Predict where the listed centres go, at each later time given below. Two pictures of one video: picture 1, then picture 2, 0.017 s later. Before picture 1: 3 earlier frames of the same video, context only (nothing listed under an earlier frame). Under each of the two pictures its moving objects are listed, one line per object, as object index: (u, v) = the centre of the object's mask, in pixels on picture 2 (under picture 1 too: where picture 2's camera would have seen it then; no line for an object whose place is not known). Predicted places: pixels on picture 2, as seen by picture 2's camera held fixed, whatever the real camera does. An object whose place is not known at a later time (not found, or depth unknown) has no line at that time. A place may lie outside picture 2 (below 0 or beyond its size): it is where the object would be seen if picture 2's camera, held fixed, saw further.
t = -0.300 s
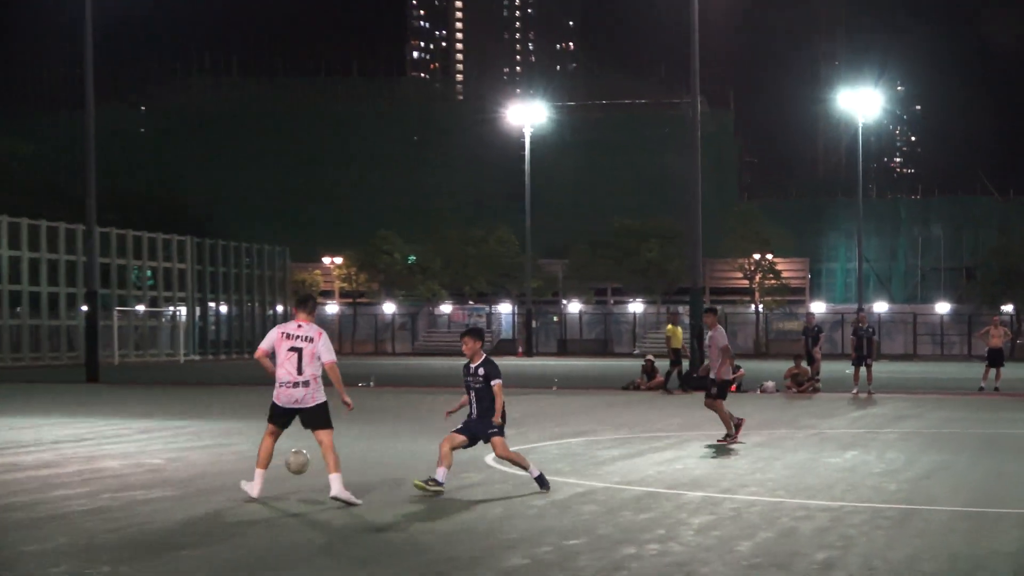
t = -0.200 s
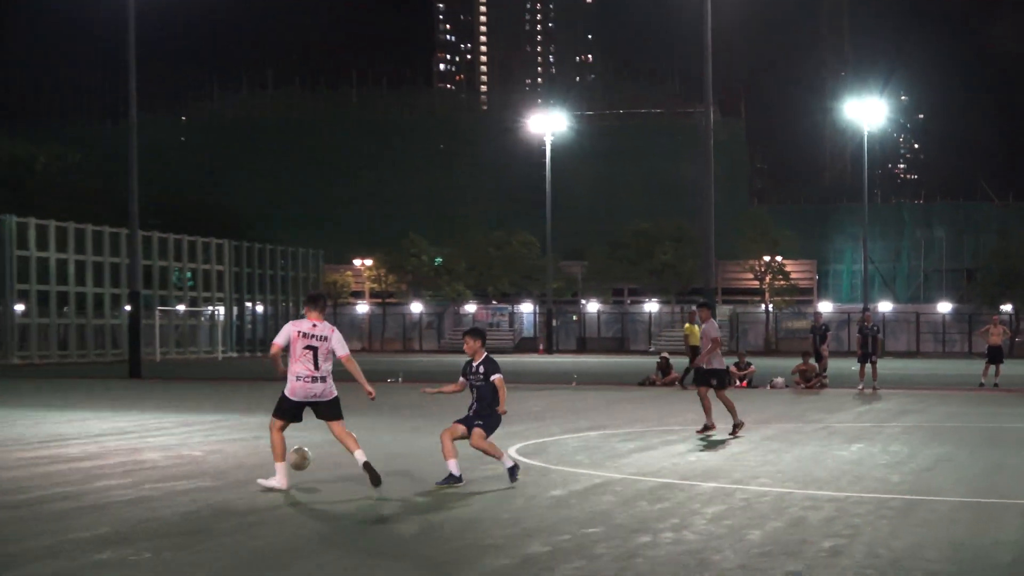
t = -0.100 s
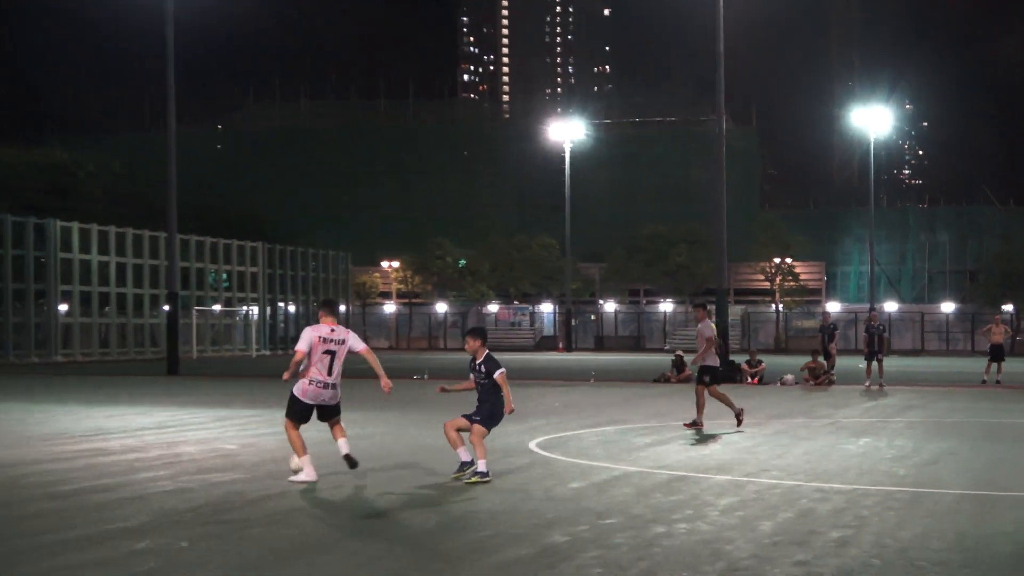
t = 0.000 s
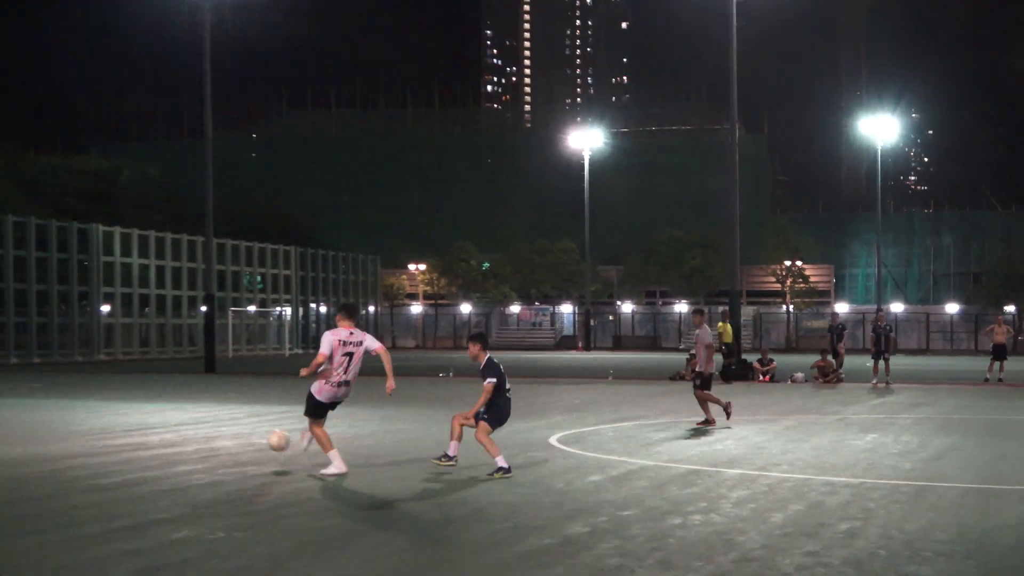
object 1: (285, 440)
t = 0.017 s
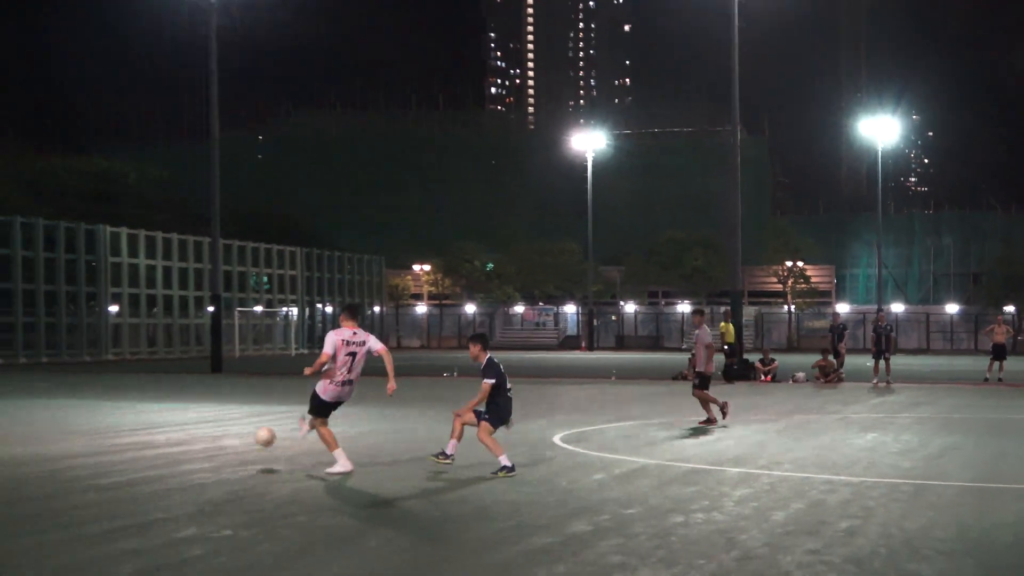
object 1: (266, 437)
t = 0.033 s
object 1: (249, 434)
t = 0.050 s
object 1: (233, 431)
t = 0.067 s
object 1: (214, 428)
